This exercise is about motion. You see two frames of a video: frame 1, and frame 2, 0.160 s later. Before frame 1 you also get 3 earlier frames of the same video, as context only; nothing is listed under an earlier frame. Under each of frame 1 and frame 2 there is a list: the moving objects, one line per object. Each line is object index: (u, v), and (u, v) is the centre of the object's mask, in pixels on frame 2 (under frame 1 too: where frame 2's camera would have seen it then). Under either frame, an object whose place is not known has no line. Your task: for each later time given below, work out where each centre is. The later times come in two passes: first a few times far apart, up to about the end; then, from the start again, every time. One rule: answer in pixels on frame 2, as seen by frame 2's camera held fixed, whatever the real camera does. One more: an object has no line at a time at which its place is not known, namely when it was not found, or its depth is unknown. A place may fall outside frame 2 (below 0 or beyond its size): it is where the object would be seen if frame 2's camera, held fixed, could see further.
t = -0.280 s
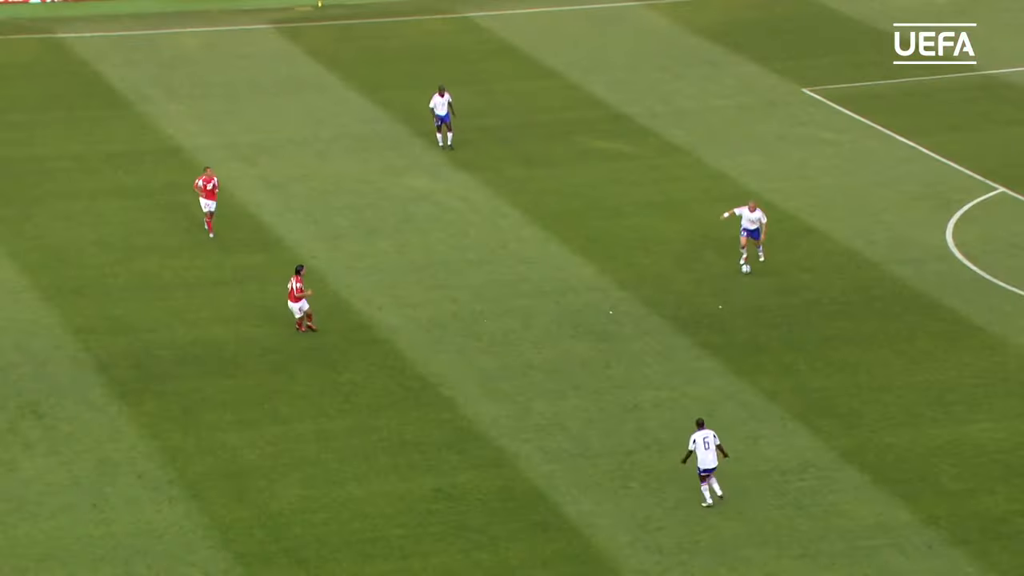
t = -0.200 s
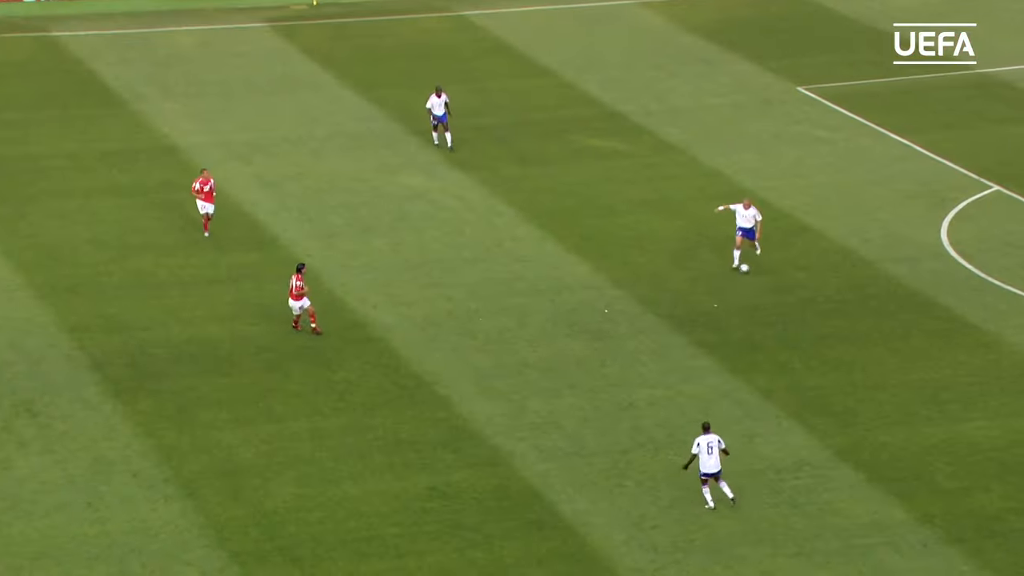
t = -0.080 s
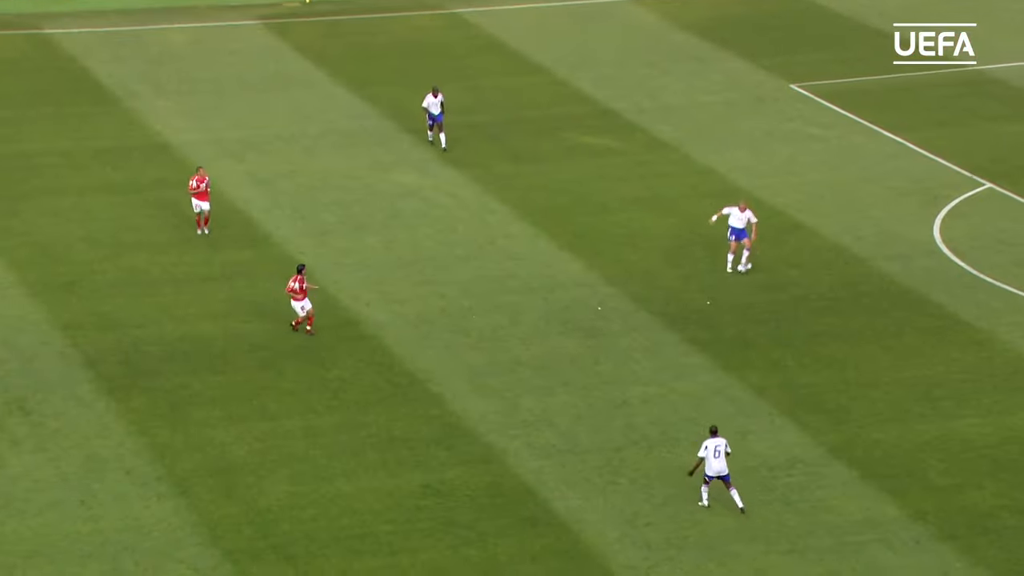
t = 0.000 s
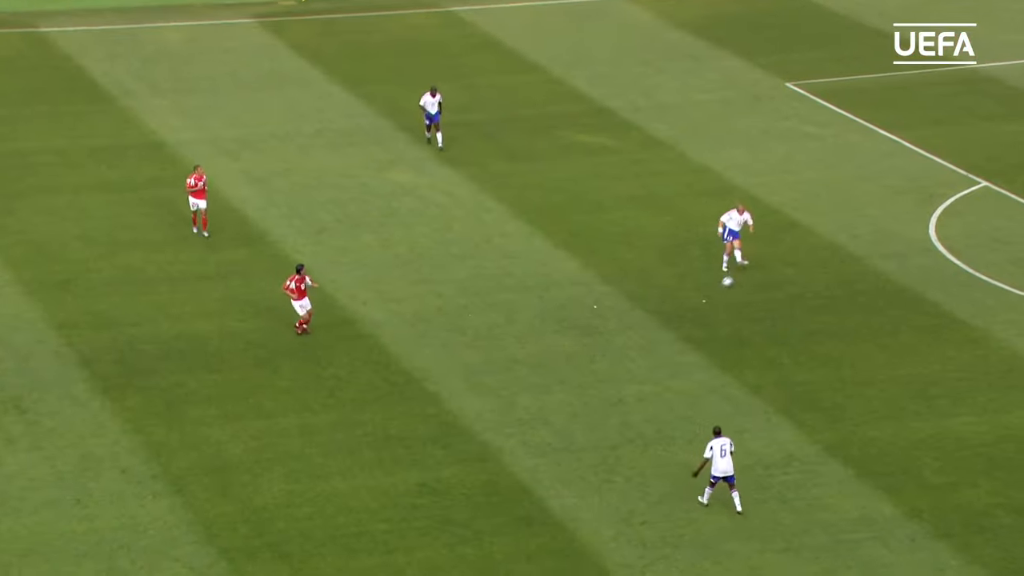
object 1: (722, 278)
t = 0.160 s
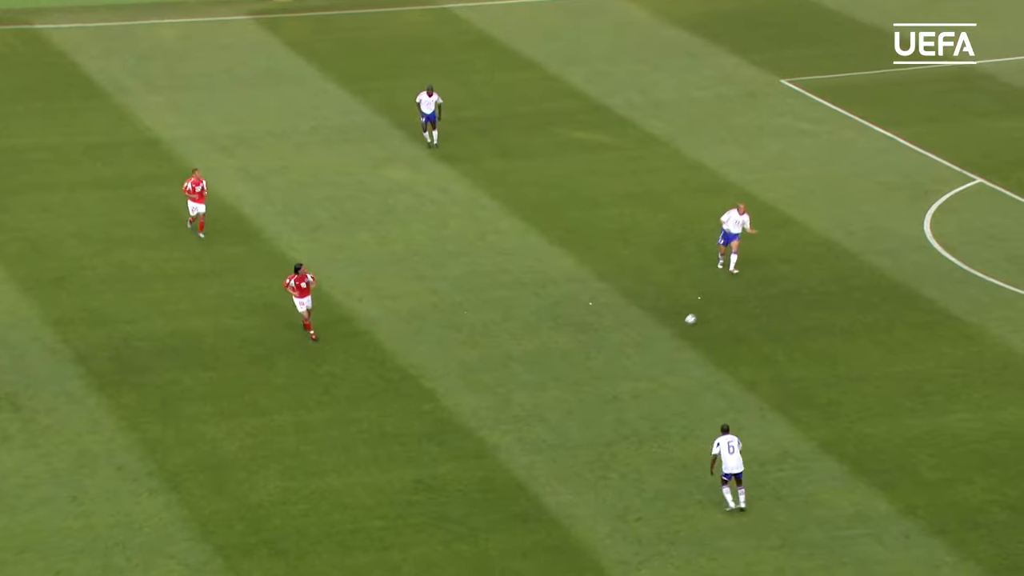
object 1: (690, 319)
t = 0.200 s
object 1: (682, 329)
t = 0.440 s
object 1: (633, 387)
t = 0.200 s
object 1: (682, 329)
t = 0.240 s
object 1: (674, 339)
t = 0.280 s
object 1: (665, 349)
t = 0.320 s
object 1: (657, 359)
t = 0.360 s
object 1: (649, 370)
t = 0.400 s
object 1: (641, 380)
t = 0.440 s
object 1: (633, 387)
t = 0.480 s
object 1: (625, 395)
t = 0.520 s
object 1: (617, 403)
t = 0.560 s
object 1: (608, 413)
